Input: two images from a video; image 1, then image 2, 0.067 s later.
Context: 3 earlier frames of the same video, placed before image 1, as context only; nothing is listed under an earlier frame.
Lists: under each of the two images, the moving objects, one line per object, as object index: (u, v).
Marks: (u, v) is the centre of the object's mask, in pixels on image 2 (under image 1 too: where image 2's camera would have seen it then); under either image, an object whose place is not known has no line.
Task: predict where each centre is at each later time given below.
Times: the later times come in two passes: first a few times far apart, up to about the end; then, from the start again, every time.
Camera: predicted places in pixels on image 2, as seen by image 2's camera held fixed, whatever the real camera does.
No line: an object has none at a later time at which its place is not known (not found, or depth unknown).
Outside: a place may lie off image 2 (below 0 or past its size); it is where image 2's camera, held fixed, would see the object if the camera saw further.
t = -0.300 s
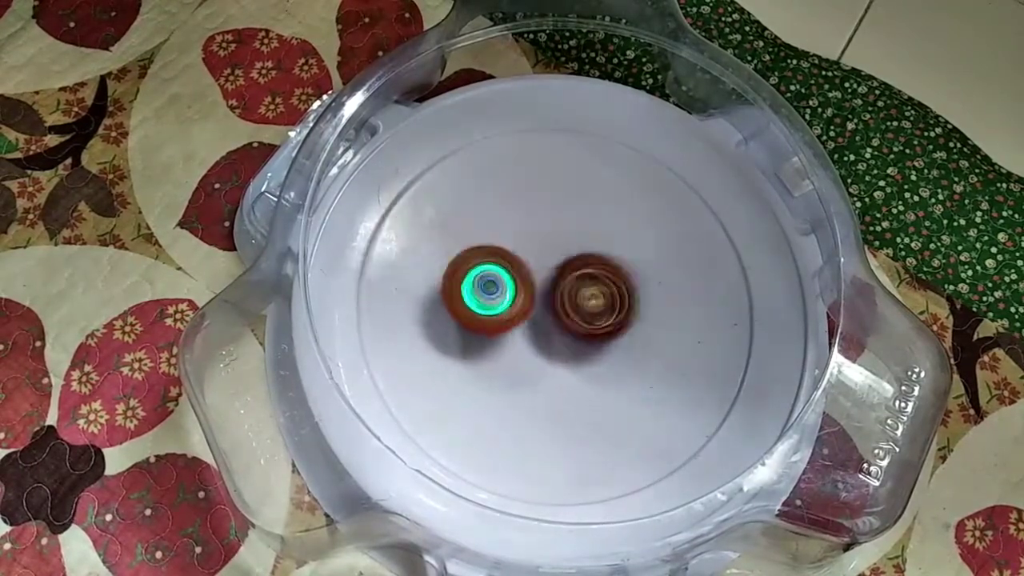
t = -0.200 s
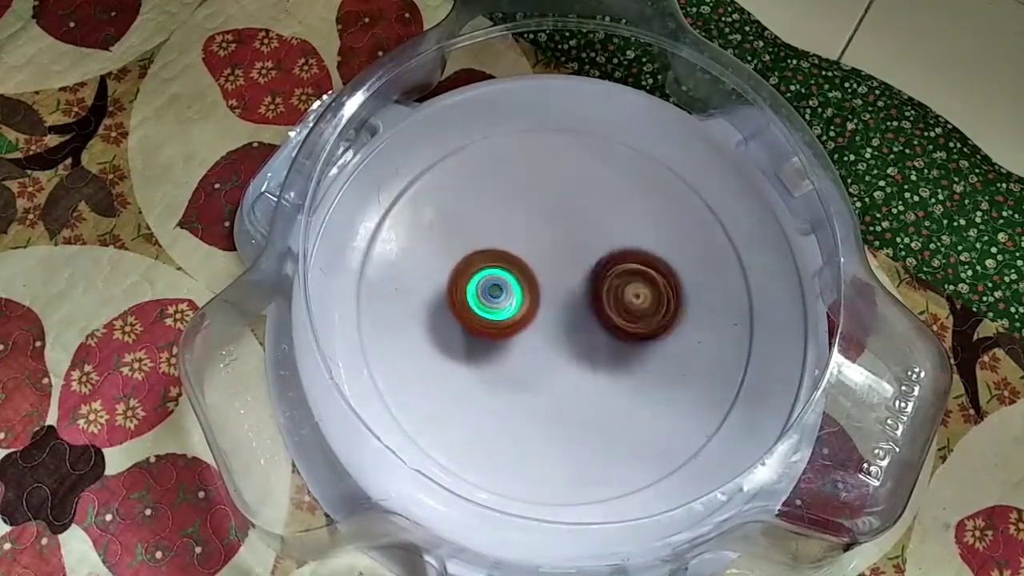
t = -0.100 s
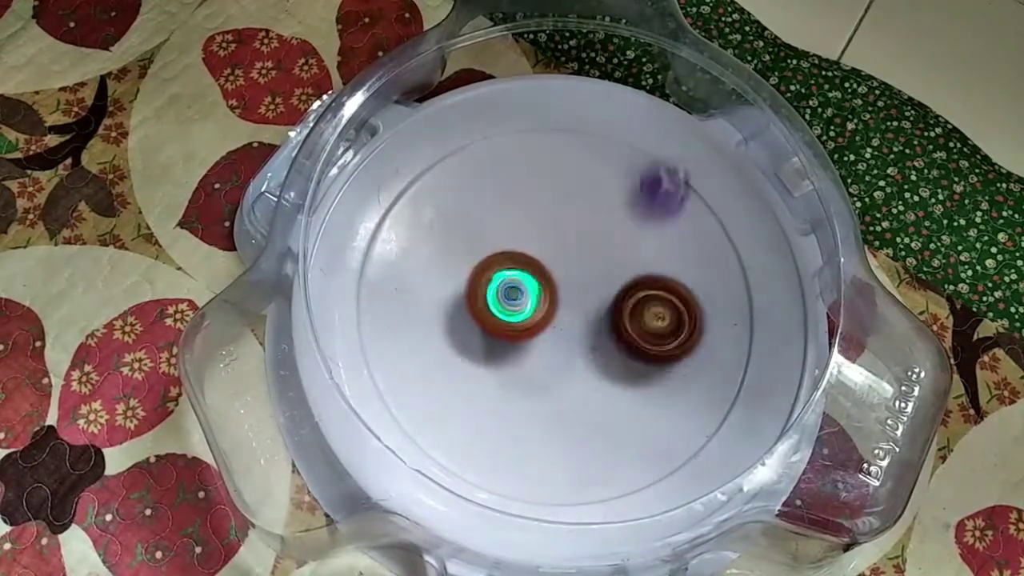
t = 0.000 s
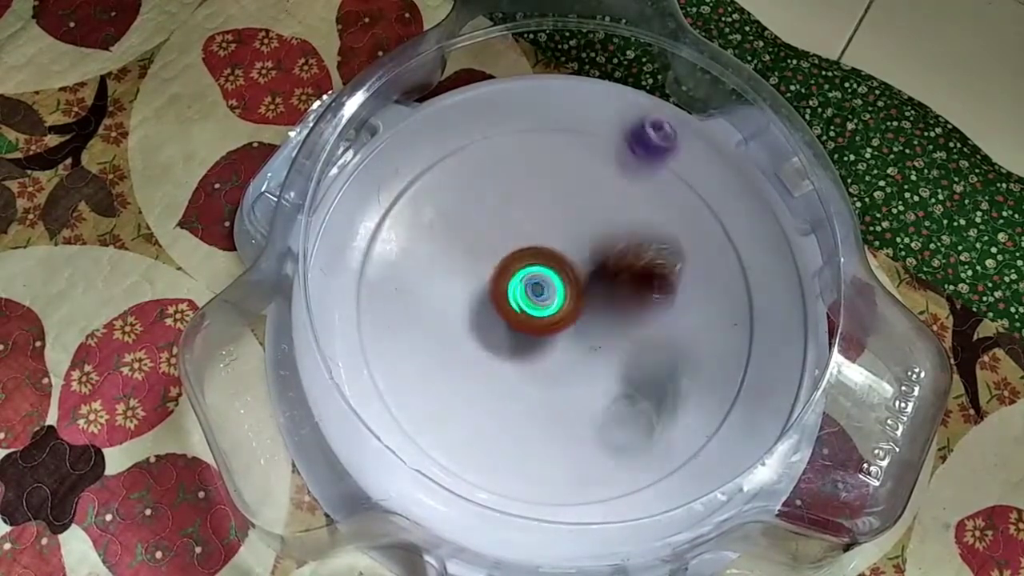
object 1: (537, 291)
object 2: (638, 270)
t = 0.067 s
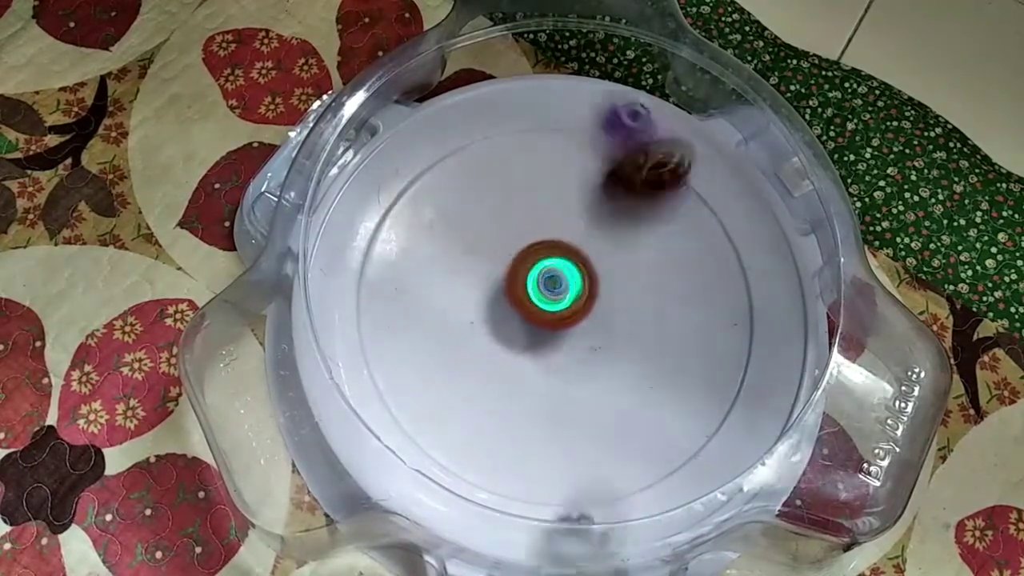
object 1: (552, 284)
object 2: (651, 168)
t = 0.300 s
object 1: (587, 262)
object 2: (600, 95)
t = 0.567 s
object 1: (538, 348)
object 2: (557, 180)
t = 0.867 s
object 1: (528, 320)
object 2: (554, 207)
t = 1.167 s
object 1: (618, 276)
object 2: (564, 179)
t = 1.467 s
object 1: (616, 285)
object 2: (564, 180)
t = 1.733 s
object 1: (579, 287)
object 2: (564, 180)
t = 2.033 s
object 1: (565, 309)
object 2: (564, 181)
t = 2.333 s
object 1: (561, 306)
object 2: (564, 181)
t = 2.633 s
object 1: (569, 301)
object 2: (564, 182)
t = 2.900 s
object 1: (581, 320)
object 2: (564, 182)
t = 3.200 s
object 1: (571, 332)
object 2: (564, 183)
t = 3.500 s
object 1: (551, 326)
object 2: (564, 183)
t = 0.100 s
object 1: (559, 280)
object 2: (649, 133)
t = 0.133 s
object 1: (565, 277)
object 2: (643, 113)
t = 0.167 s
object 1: (571, 273)
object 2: (637, 94)
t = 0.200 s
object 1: (575, 270)
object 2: (629, 84)
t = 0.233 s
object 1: (580, 266)
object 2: (620, 82)
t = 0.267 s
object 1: (583, 264)
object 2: (609, 86)
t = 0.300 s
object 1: (587, 262)
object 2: (600, 95)
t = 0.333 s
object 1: (589, 260)
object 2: (586, 118)
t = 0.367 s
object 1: (590, 261)
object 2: (575, 144)
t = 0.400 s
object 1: (587, 265)
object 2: (569, 169)
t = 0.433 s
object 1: (582, 270)
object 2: (557, 201)
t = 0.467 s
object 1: (574, 283)
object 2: (553, 208)
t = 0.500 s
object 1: (563, 306)
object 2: (555, 199)
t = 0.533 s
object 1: (550, 330)
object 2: (557, 187)
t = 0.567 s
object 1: (538, 348)
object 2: (557, 180)
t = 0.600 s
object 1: (530, 360)
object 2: (558, 178)
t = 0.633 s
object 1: (525, 366)
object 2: (558, 178)
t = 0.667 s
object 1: (522, 369)
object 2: (559, 179)
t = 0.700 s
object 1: (521, 368)
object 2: (559, 181)
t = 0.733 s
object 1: (521, 364)
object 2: (558, 187)
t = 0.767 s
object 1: (521, 357)
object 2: (558, 190)
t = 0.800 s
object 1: (522, 347)
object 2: (557, 197)
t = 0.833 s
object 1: (524, 334)
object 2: (556, 200)
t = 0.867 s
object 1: (528, 320)
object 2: (554, 207)
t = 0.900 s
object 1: (536, 306)
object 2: (554, 210)
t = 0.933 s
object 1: (545, 290)
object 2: (554, 212)
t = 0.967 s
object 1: (558, 280)
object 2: (555, 209)
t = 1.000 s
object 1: (569, 278)
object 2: (560, 192)
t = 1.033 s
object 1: (580, 278)
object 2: (563, 182)
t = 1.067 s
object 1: (589, 278)
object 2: (564, 179)
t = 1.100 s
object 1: (599, 278)
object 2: (564, 179)
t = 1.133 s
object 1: (608, 277)
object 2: (564, 179)
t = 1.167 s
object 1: (618, 276)
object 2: (564, 179)
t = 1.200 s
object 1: (626, 276)
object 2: (564, 179)
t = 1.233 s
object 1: (631, 277)
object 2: (564, 179)
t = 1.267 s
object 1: (634, 278)
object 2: (564, 179)
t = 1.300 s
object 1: (635, 280)
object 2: (564, 179)
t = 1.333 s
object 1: (633, 282)
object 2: (564, 179)
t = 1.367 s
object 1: (630, 283)
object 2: (564, 180)
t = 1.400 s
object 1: (626, 285)
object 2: (564, 180)
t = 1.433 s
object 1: (621, 285)
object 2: (564, 180)
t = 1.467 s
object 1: (616, 285)
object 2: (564, 180)
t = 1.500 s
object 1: (610, 285)
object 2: (564, 180)
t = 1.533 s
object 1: (605, 285)
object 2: (564, 180)
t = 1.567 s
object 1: (600, 284)
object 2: (564, 180)
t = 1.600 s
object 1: (594, 284)
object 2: (564, 180)
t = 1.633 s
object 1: (590, 284)
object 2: (564, 180)
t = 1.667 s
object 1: (586, 284)
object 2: (564, 180)
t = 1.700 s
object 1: (582, 285)
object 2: (564, 180)
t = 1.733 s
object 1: (579, 287)
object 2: (564, 180)
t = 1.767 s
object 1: (577, 289)
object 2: (564, 180)
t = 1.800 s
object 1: (575, 292)
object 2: (564, 180)
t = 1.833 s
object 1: (573, 295)
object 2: (564, 181)
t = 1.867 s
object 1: (572, 299)
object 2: (564, 181)
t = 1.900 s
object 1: (571, 302)
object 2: (564, 181)
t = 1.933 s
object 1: (568, 301)
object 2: (564, 181)
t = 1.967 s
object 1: (567, 304)
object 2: (564, 181)
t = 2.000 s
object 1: (566, 307)
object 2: (564, 181)
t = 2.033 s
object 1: (565, 309)
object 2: (564, 181)
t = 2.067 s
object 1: (563, 311)
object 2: (564, 181)
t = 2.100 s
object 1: (562, 311)
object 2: (564, 181)
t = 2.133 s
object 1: (561, 311)
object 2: (564, 181)
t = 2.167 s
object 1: (560, 311)
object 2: (564, 181)
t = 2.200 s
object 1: (560, 311)
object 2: (564, 181)
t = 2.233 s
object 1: (560, 310)
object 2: (564, 181)
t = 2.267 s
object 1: (560, 309)
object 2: (564, 181)
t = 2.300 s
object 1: (560, 307)
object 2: (564, 181)
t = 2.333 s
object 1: (561, 306)
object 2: (564, 181)
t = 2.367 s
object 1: (562, 306)
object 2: (564, 181)
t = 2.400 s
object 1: (564, 304)
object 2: (564, 182)
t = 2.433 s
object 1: (565, 303)
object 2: (564, 182)
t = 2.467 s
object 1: (566, 301)
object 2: (565, 181)
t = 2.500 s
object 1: (567, 301)
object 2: (565, 181)
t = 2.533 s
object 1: (567, 302)
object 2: (564, 182)
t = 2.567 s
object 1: (568, 300)
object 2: (565, 181)
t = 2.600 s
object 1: (568, 300)
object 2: (564, 182)
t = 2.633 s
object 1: (569, 301)
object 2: (564, 182)
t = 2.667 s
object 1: (571, 304)
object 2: (564, 182)
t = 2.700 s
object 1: (572, 304)
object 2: (564, 182)
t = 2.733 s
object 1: (573, 307)
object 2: (564, 182)
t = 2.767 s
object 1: (574, 309)
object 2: (564, 182)
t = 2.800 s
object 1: (576, 312)
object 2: (565, 181)
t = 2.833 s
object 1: (578, 314)
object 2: (564, 182)
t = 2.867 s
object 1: (580, 318)
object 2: (564, 182)
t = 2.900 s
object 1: (581, 320)
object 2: (564, 182)
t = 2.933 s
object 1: (581, 322)
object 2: (565, 182)
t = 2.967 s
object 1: (582, 321)
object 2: (564, 182)
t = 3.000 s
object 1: (582, 325)
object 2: (564, 182)
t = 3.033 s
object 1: (582, 324)
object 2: (564, 182)
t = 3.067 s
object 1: (581, 324)
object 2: (564, 183)
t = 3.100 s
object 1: (580, 324)
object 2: (564, 183)
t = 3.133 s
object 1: (578, 325)
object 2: (564, 183)
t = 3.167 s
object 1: (575, 324)
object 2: (564, 183)
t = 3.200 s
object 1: (571, 332)
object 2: (564, 183)
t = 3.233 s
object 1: (569, 331)
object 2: (564, 183)
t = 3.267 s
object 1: (567, 330)
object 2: (564, 183)
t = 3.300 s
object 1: (564, 330)
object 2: (564, 183)
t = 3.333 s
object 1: (561, 330)
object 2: (564, 183)
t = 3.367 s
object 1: (559, 330)
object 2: (564, 183)
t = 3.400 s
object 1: (556, 330)
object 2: (564, 183)
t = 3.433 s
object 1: (554, 329)
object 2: (564, 183)
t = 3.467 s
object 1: (552, 329)
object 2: (564, 183)
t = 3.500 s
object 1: (551, 326)
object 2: (564, 183)
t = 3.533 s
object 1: (550, 321)
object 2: (564, 183)
